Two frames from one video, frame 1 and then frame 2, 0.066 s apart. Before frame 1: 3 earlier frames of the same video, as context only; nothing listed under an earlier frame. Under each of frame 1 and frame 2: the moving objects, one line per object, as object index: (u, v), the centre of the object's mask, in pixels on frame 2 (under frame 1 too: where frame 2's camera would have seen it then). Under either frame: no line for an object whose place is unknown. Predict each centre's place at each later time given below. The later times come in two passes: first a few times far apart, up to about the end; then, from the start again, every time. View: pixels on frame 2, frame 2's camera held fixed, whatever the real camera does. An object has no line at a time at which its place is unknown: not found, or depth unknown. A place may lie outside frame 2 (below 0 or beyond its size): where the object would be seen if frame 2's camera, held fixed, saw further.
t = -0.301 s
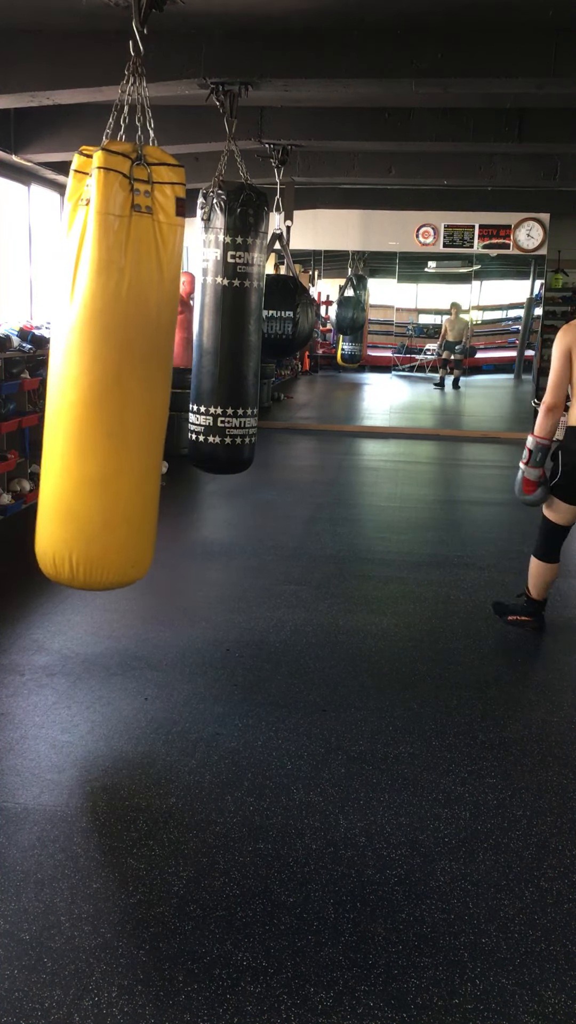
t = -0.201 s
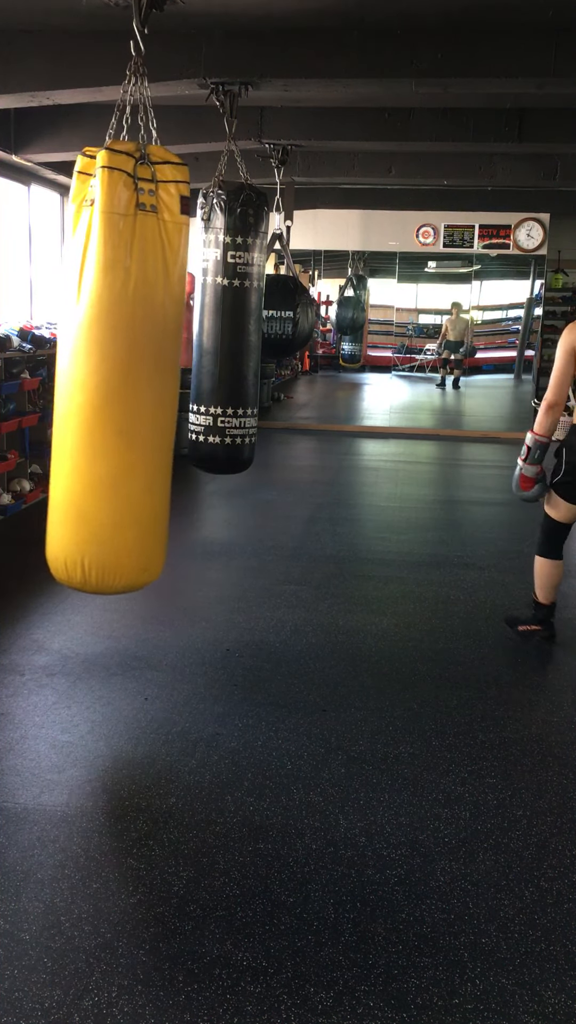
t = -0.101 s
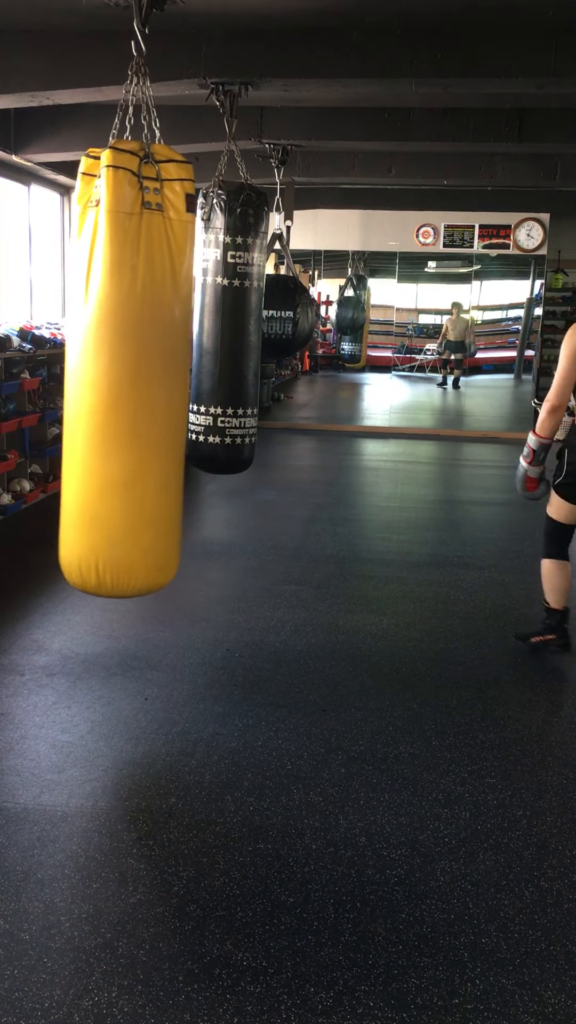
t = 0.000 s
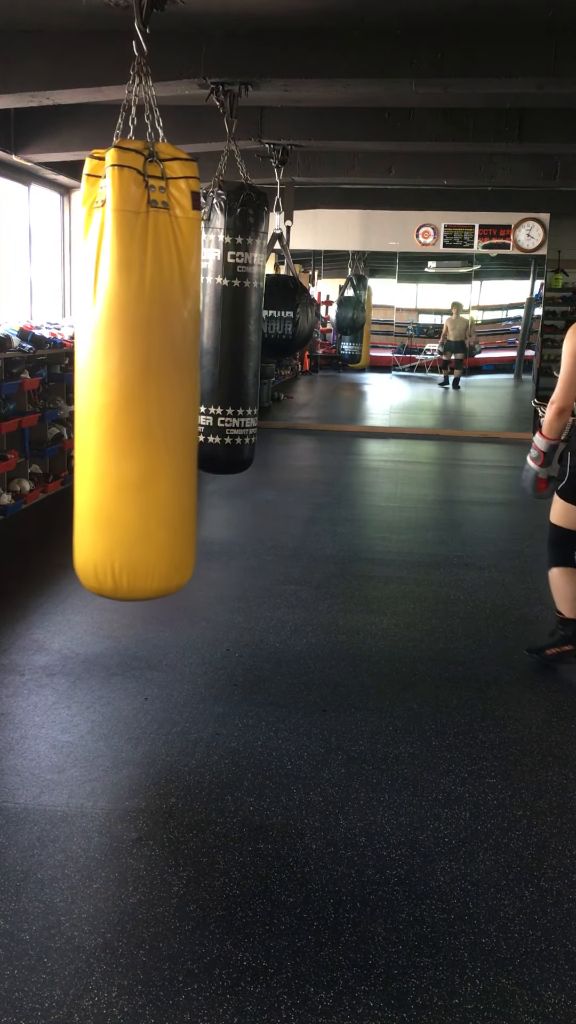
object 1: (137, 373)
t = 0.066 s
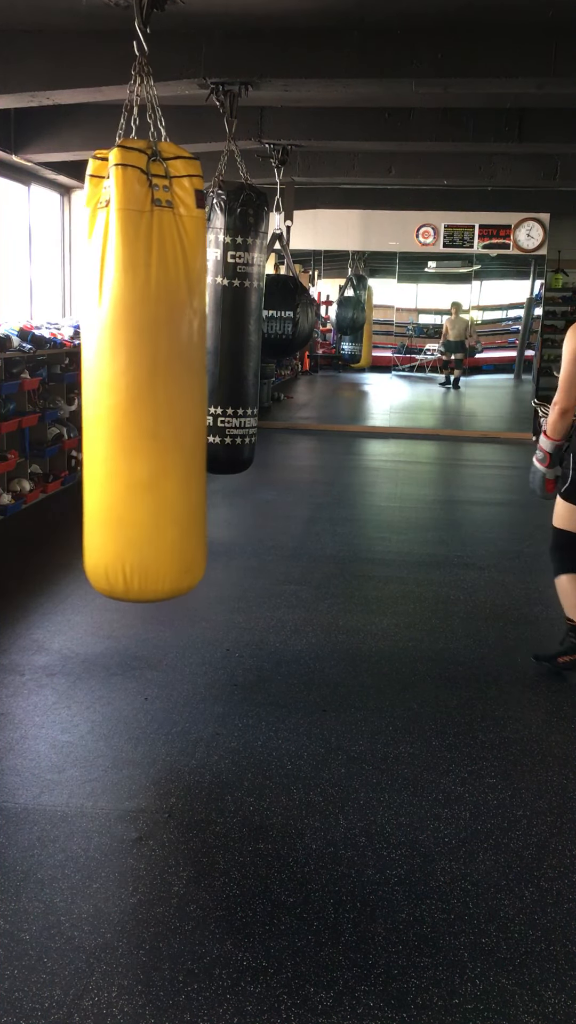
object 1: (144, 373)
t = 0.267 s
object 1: (164, 373)
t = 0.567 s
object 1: (182, 372)
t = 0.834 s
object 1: (180, 370)
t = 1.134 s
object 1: (158, 369)
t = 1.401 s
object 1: (131, 366)
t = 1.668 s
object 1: (109, 362)
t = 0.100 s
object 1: (148, 373)
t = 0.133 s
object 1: (151, 374)
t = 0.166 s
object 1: (154, 373)
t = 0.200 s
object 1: (158, 373)
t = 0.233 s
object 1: (161, 373)
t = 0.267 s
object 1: (164, 373)
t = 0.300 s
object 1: (167, 374)
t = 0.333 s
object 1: (170, 374)
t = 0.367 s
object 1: (172, 373)
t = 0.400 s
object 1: (175, 372)
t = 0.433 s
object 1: (177, 372)
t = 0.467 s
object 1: (178, 372)
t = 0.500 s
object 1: (180, 372)
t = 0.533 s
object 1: (181, 371)
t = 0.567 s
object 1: (182, 372)
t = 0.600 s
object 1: (183, 371)
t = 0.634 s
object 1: (183, 371)
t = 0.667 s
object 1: (183, 371)
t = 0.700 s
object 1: (183, 371)
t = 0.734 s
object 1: (183, 371)
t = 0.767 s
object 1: (182, 371)
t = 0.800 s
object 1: (181, 371)
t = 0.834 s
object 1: (180, 370)
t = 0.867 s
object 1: (178, 370)
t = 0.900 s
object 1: (177, 370)
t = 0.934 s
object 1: (174, 370)
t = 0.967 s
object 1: (172, 370)
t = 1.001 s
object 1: (170, 370)
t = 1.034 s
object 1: (167, 370)
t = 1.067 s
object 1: (164, 369)
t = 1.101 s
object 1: (161, 369)
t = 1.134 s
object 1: (158, 369)
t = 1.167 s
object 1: (155, 369)
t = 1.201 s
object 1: (151, 368)
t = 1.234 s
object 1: (148, 368)
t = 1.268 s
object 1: (145, 368)
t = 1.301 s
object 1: (141, 367)
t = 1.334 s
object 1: (138, 367)
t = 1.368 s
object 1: (134, 366)
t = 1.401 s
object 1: (131, 366)
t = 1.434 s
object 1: (128, 365)
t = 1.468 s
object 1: (125, 364)
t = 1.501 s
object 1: (122, 363)
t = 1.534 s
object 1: (119, 363)
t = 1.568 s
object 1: (116, 363)
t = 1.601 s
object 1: (113, 362)
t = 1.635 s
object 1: (111, 362)
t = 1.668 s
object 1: (109, 362)
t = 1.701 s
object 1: (107, 362)
